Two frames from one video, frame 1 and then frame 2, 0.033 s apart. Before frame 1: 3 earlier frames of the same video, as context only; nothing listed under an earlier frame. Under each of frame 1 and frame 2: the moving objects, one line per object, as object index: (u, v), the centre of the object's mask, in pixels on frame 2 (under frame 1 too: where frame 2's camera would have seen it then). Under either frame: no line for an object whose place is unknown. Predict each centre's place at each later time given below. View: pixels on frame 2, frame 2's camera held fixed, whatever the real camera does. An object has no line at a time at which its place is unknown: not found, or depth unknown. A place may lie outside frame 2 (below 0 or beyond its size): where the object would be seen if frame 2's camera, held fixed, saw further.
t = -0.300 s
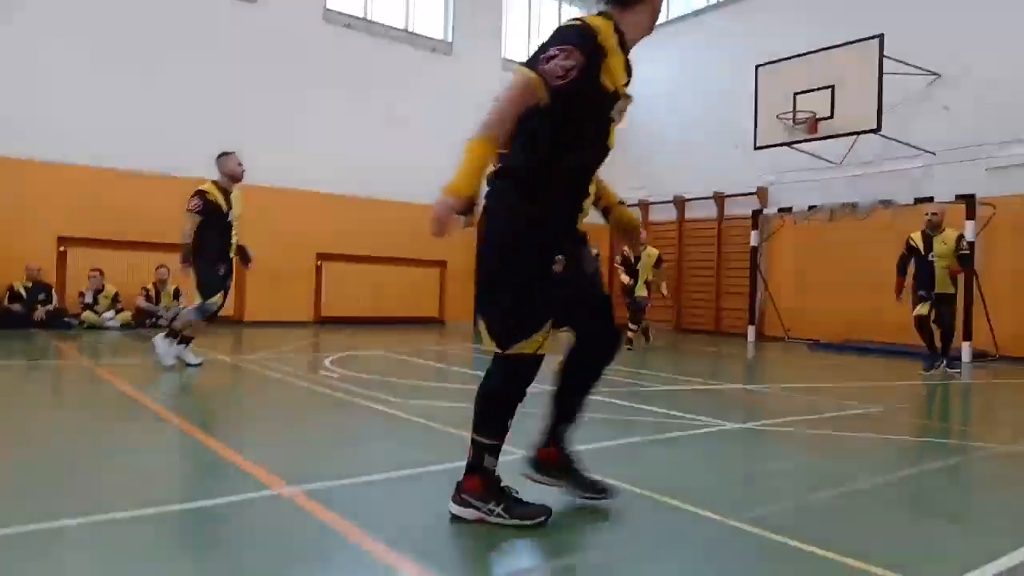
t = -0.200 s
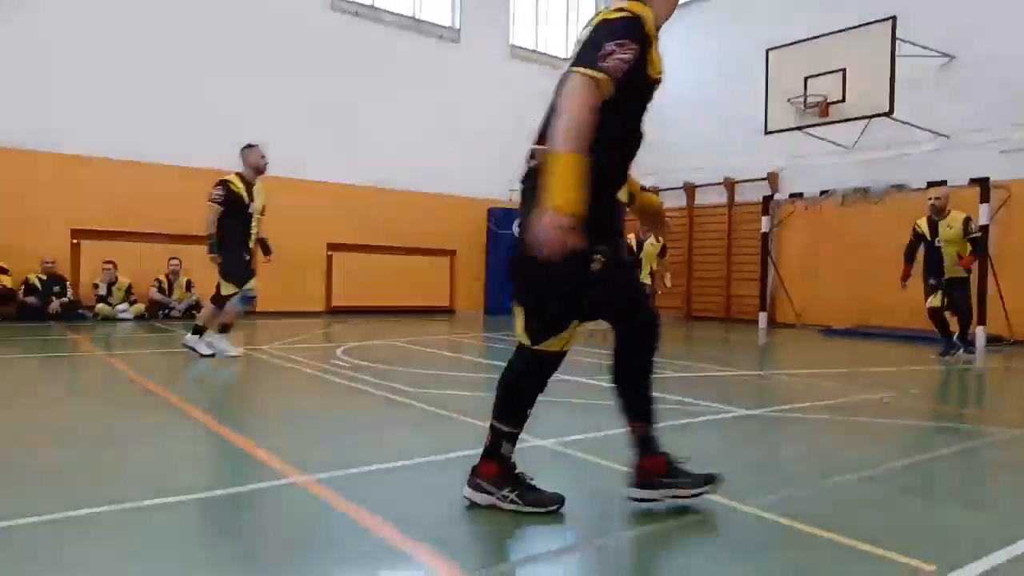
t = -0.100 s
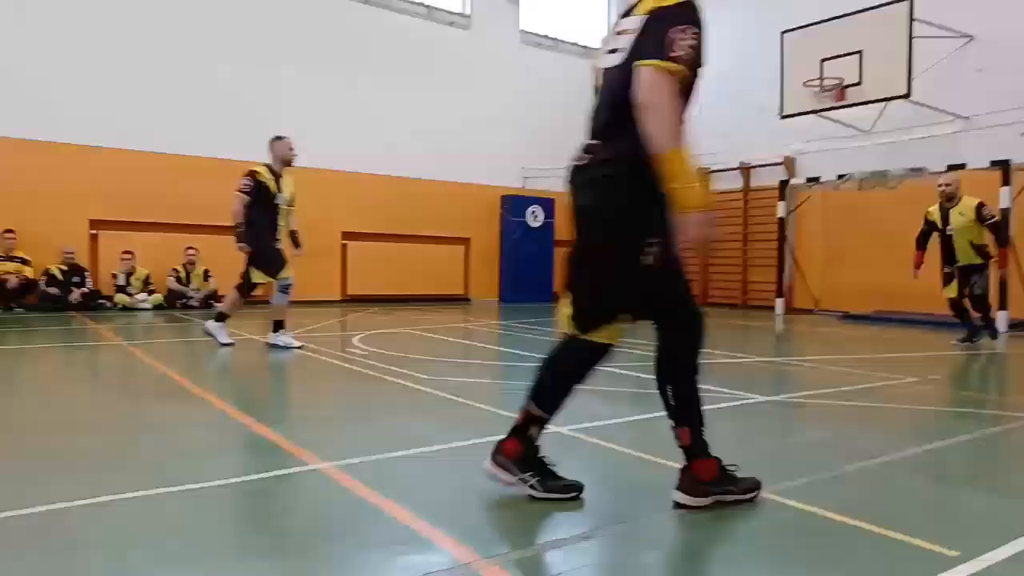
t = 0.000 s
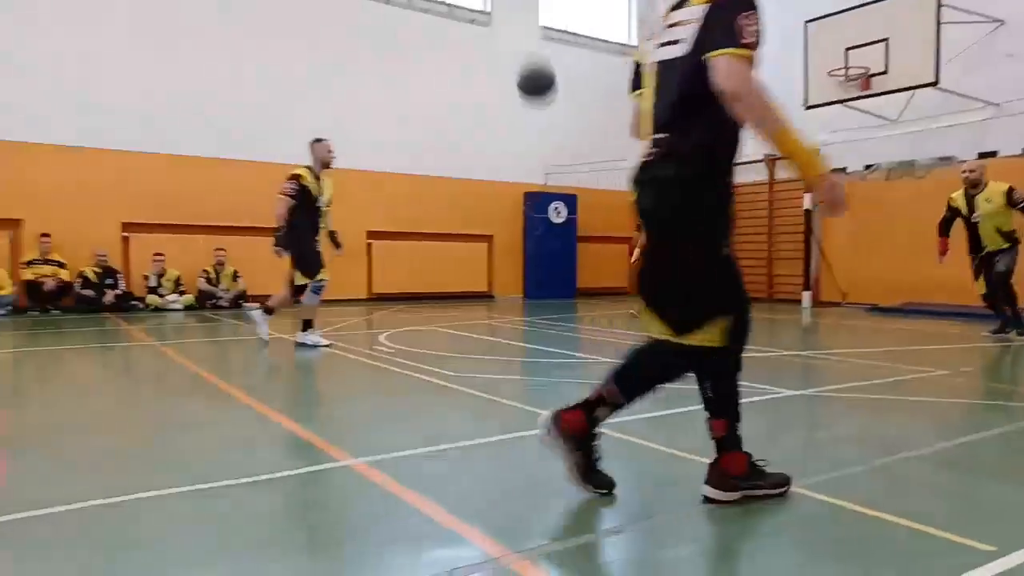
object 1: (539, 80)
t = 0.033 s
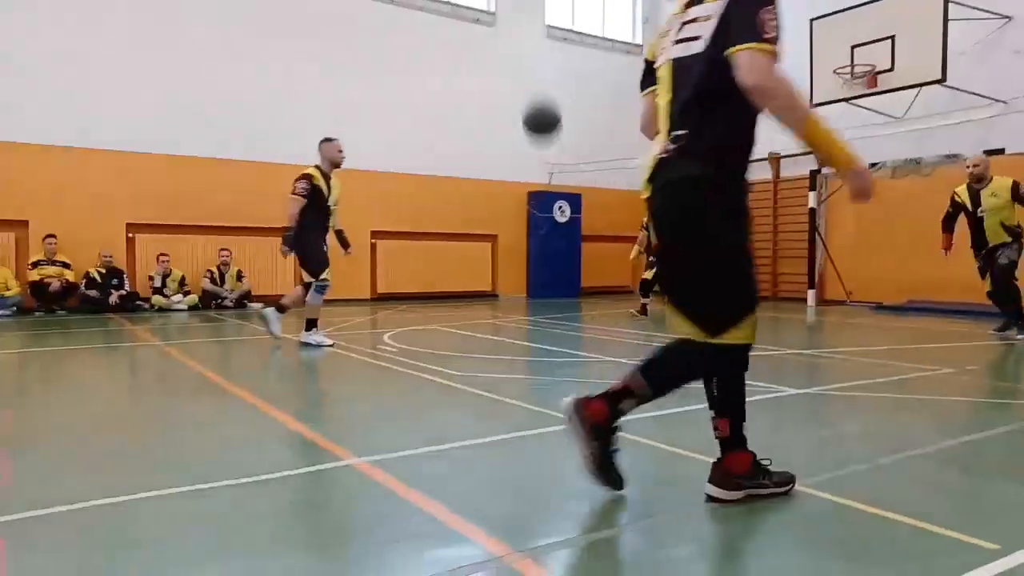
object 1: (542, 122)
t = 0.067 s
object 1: (541, 156)
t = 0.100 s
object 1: (541, 196)
